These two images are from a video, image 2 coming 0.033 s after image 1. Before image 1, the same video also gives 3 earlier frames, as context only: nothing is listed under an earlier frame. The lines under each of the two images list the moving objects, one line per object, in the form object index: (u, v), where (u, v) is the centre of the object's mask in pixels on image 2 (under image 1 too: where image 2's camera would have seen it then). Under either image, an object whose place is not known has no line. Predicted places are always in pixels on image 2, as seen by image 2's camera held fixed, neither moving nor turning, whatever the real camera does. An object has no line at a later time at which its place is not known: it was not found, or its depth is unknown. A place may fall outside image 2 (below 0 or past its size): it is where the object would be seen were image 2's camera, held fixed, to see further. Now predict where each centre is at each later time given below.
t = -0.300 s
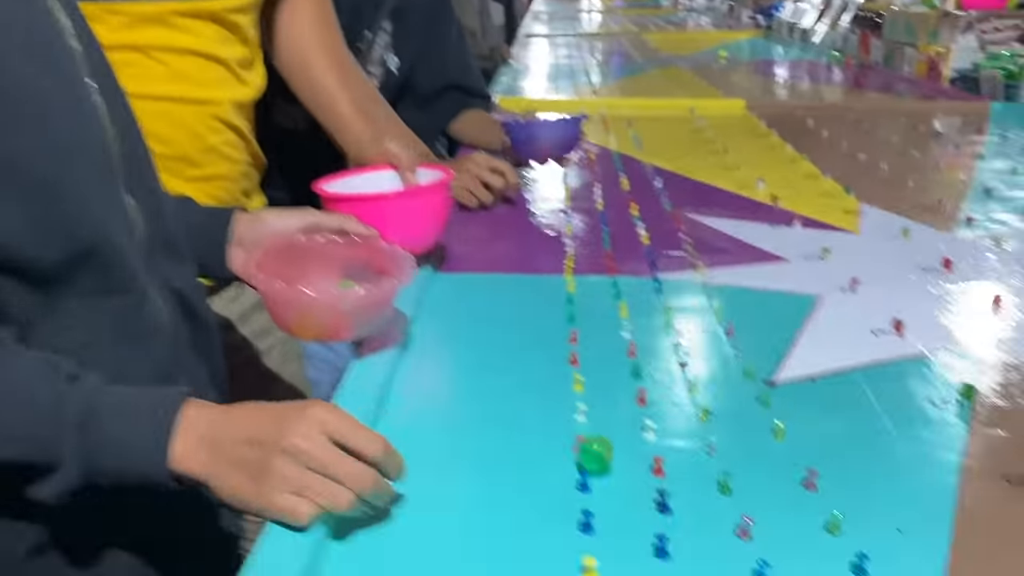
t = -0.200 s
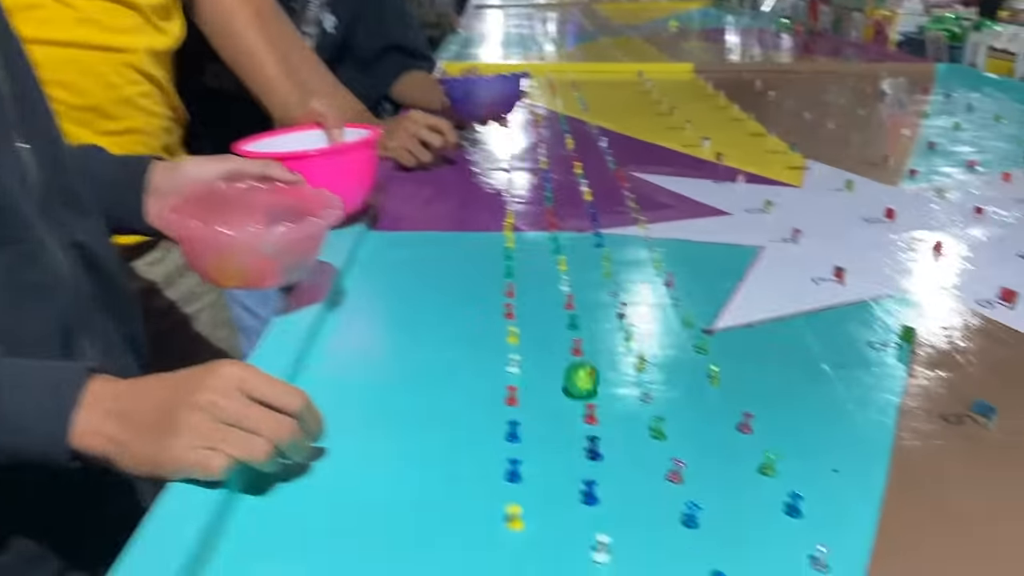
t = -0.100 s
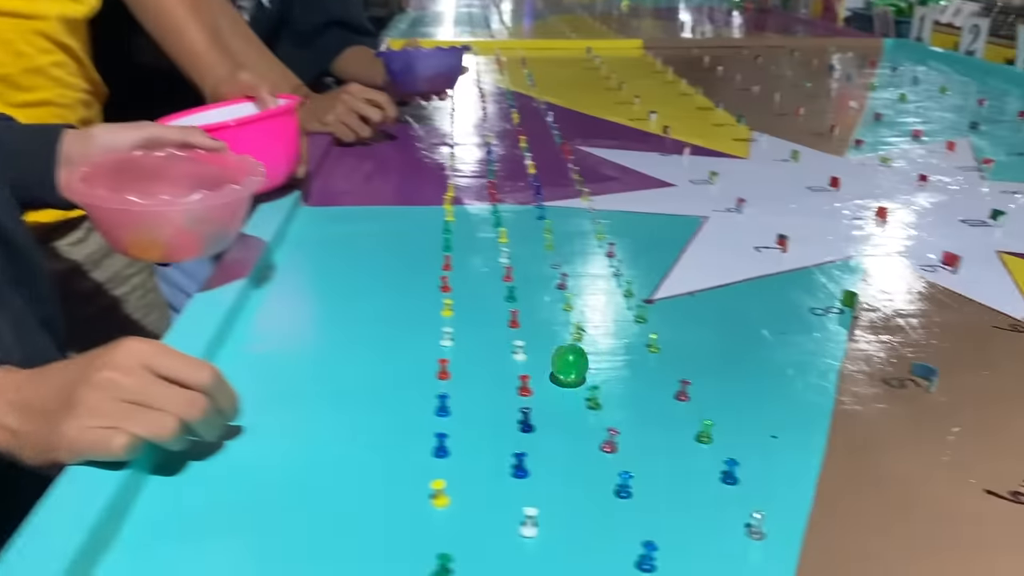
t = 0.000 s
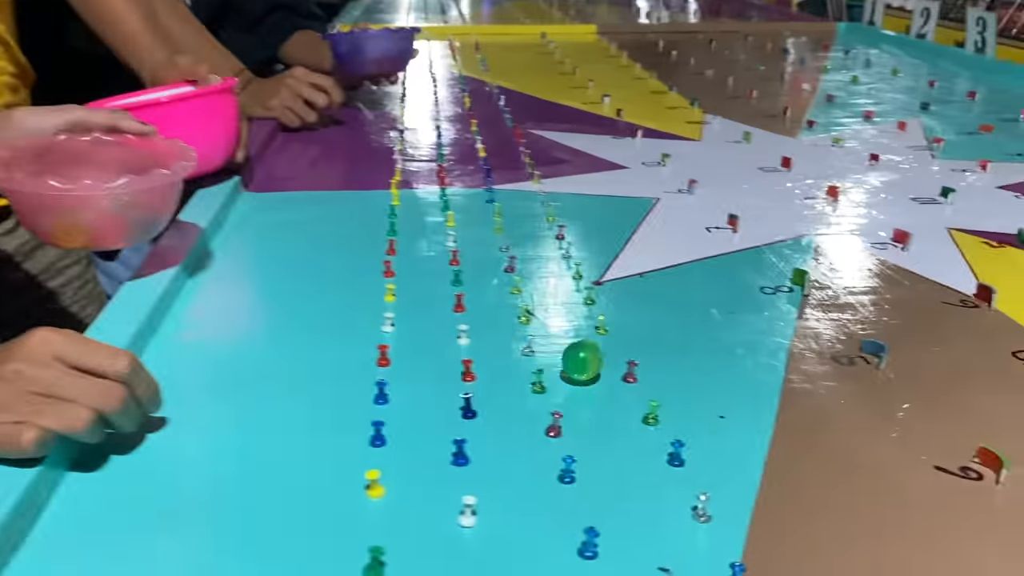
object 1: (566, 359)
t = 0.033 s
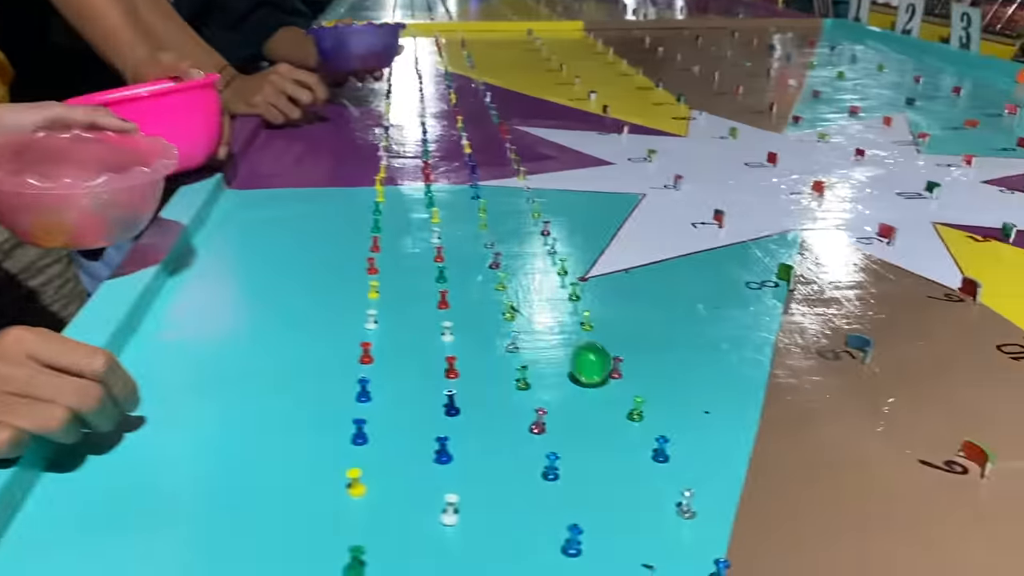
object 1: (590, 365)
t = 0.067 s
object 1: (605, 373)
